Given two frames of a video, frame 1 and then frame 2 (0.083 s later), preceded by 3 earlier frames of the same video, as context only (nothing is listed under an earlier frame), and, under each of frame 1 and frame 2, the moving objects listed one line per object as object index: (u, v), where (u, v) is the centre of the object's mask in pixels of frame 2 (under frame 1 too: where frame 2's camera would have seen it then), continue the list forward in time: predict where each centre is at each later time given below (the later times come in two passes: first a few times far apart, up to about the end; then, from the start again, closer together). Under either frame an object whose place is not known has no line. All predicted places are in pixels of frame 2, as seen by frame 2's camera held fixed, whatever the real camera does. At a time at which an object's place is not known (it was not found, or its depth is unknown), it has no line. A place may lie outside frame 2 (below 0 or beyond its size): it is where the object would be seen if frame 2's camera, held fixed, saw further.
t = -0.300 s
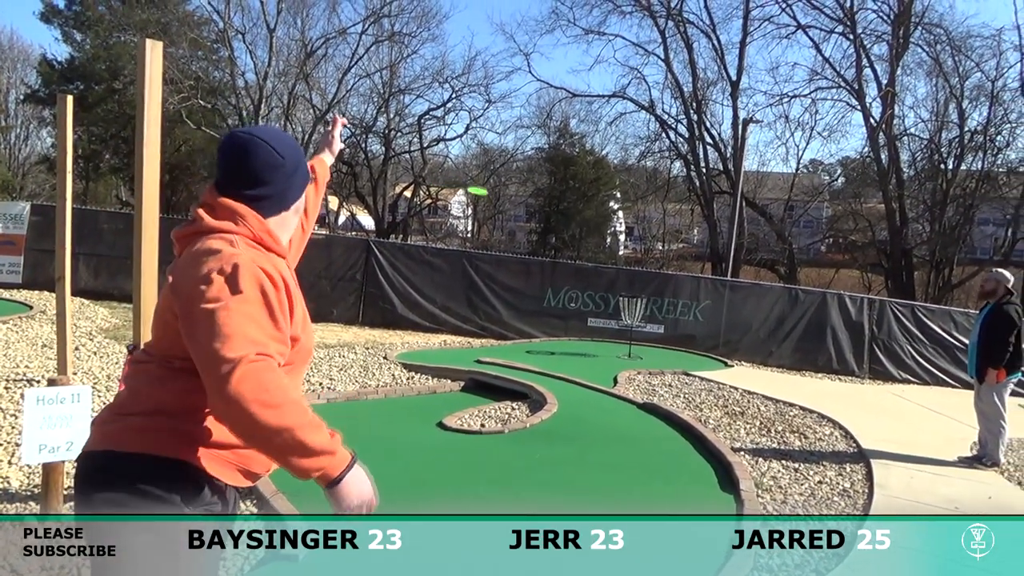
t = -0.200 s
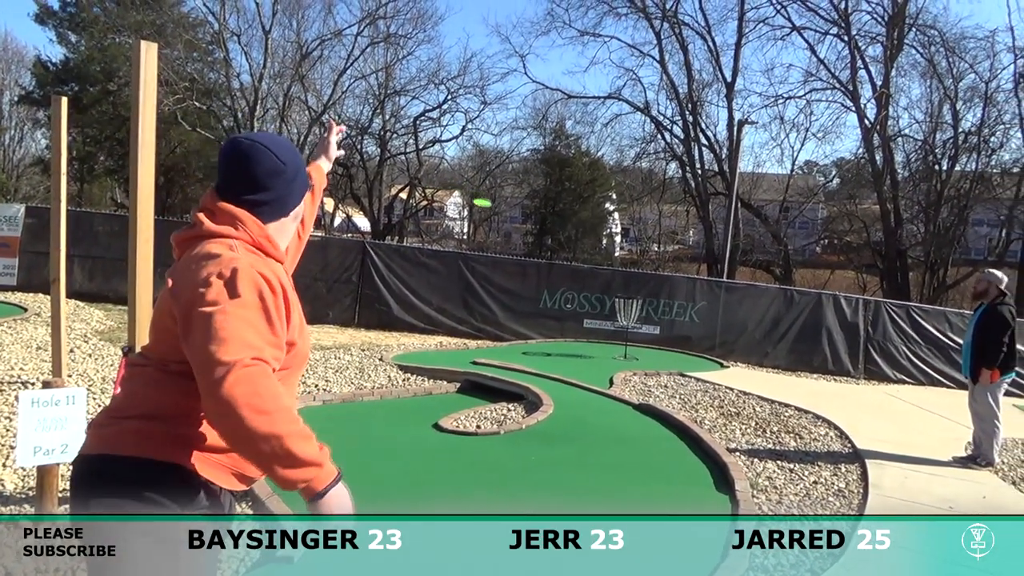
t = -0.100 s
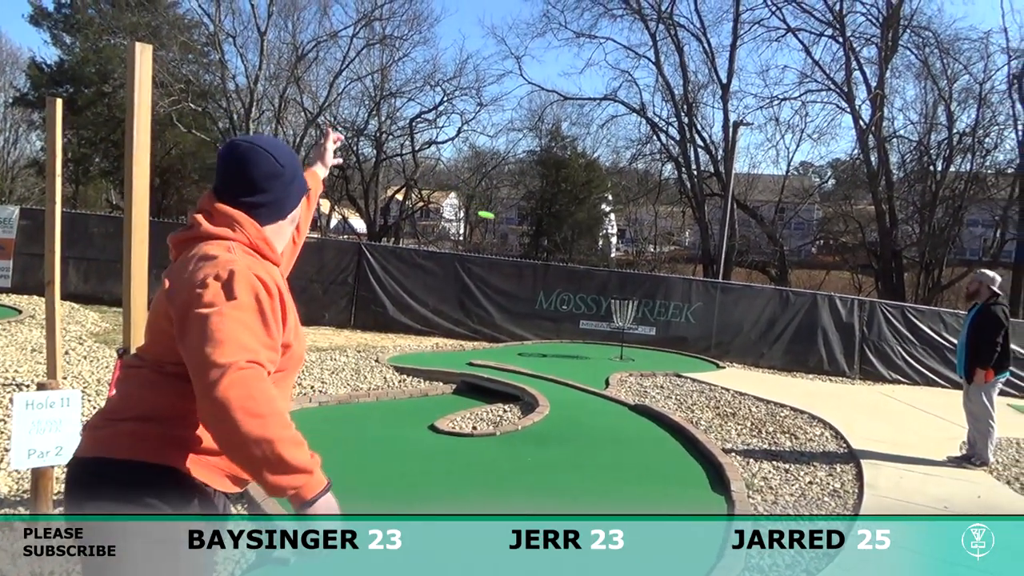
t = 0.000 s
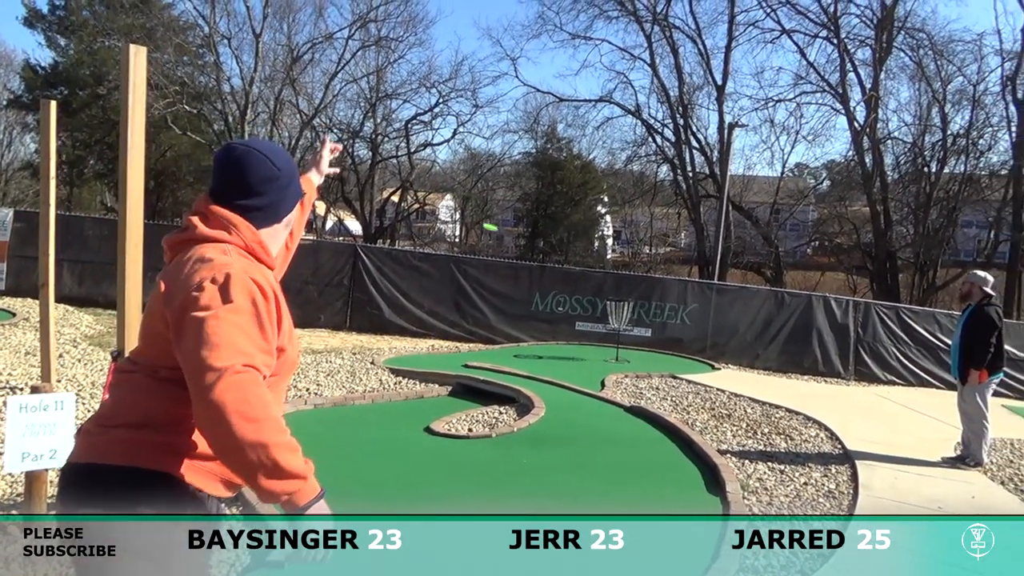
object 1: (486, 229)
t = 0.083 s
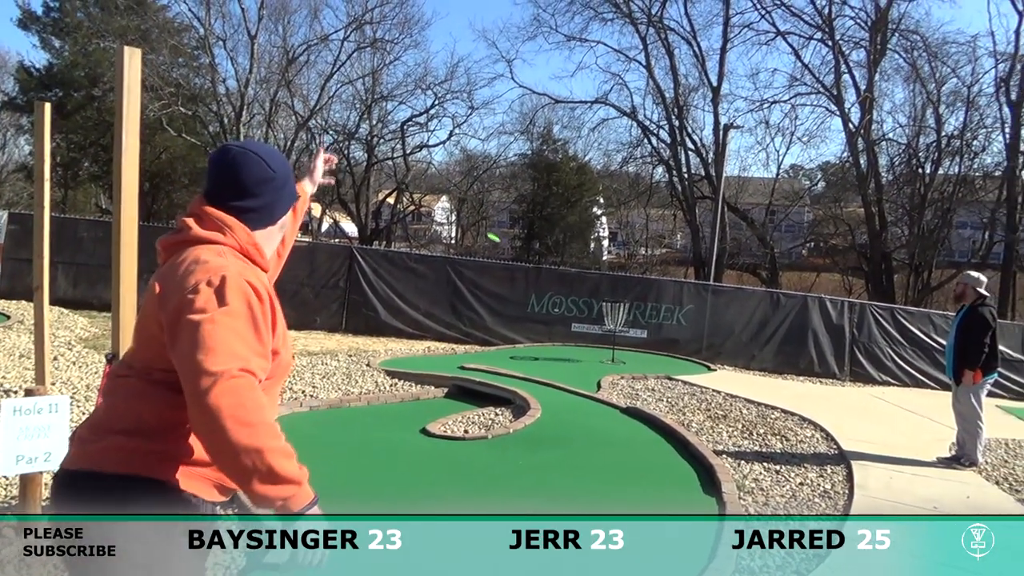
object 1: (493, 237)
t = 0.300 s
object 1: (520, 261)
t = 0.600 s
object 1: (571, 307)
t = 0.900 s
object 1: (625, 345)
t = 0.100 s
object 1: (495, 239)
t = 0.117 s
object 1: (496, 241)
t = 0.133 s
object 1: (498, 243)
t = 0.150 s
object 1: (500, 244)
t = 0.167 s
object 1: (502, 246)
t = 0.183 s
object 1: (504, 248)
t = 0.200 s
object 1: (506, 249)
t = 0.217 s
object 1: (508, 251)
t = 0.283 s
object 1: (517, 259)
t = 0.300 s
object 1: (520, 261)
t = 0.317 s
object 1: (522, 263)
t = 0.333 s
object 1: (525, 265)
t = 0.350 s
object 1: (528, 267)
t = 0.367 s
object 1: (530, 270)
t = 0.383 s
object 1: (533, 272)
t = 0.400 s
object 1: (535, 274)
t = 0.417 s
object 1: (538, 276)
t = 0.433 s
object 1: (541, 279)
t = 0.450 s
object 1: (543, 281)
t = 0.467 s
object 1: (546, 284)
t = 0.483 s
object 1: (549, 287)
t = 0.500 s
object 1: (552, 289)
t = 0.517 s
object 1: (555, 292)
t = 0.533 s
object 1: (558, 295)
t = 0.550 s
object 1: (561, 298)
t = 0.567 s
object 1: (564, 301)
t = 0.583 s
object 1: (568, 304)
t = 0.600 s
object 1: (571, 307)
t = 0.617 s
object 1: (574, 310)
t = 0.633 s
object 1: (578, 314)
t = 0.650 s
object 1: (580, 317)
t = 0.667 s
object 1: (583, 320)
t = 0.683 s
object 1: (587, 323)
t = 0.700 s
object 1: (591, 327)
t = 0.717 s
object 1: (595, 331)
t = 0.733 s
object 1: (598, 334)
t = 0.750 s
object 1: (602, 339)
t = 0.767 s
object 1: (605, 342)
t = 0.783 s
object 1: (608, 346)
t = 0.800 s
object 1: (612, 351)
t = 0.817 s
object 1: (616, 353)
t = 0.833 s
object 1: (618, 353)
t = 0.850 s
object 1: (620, 350)
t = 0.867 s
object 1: (622, 348)
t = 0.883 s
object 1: (624, 346)
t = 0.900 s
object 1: (625, 345)
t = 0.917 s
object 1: (627, 344)
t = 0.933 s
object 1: (628, 343)
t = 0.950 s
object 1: (629, 342)
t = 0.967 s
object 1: (631, 342)
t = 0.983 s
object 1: (633, 341)
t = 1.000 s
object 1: (635, 340)
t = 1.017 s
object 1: (636, 340)
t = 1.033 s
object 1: (638, 340)
